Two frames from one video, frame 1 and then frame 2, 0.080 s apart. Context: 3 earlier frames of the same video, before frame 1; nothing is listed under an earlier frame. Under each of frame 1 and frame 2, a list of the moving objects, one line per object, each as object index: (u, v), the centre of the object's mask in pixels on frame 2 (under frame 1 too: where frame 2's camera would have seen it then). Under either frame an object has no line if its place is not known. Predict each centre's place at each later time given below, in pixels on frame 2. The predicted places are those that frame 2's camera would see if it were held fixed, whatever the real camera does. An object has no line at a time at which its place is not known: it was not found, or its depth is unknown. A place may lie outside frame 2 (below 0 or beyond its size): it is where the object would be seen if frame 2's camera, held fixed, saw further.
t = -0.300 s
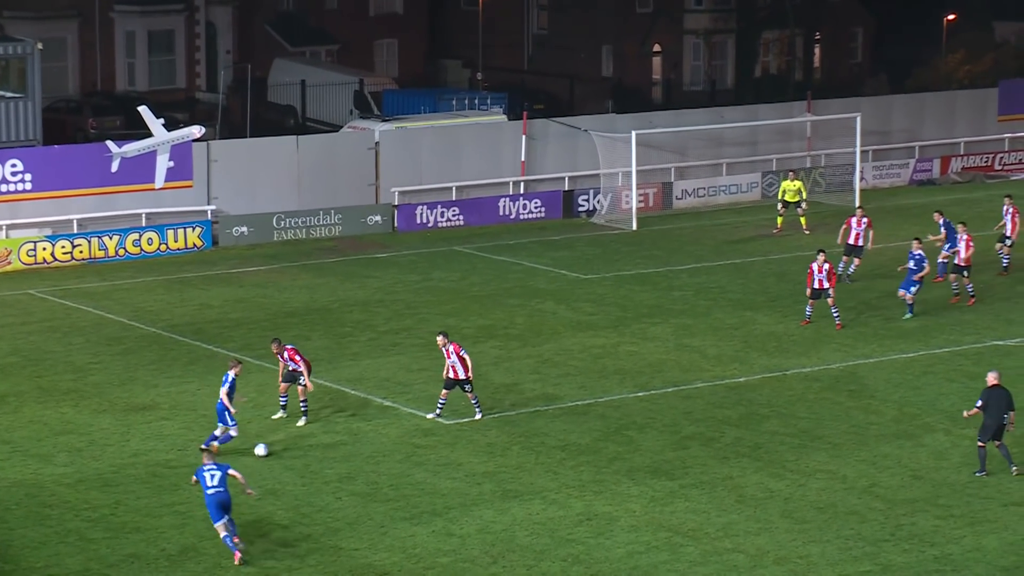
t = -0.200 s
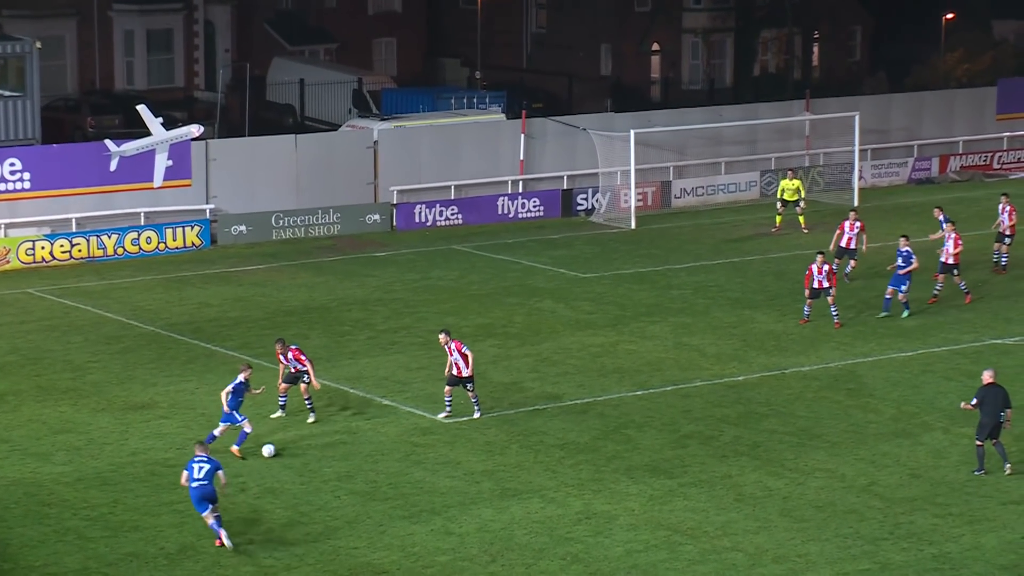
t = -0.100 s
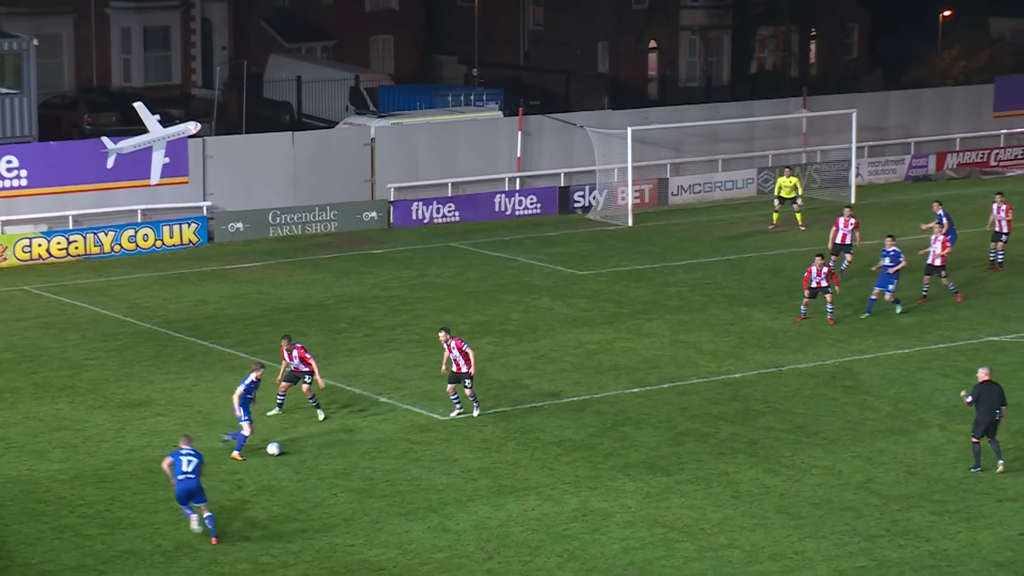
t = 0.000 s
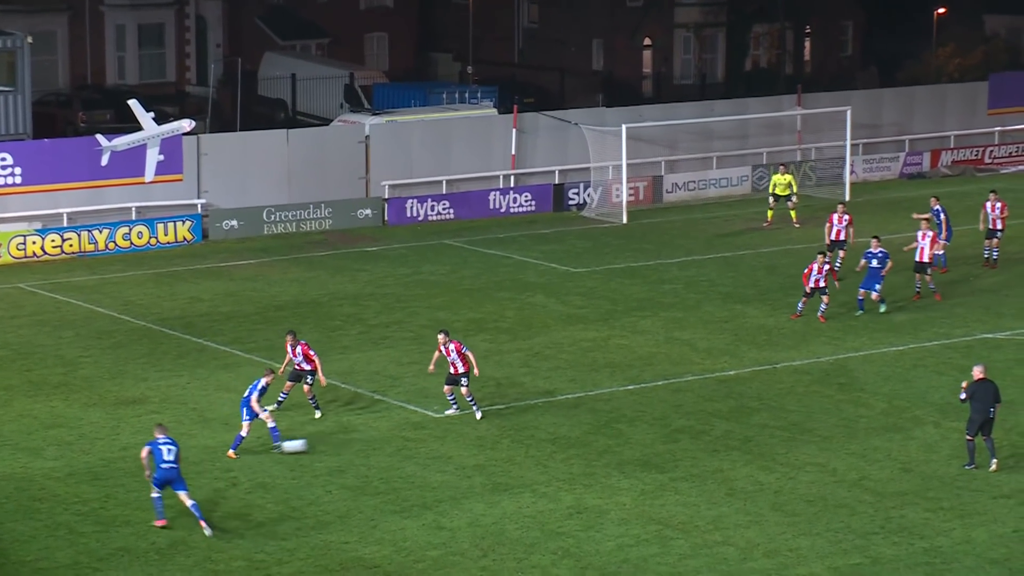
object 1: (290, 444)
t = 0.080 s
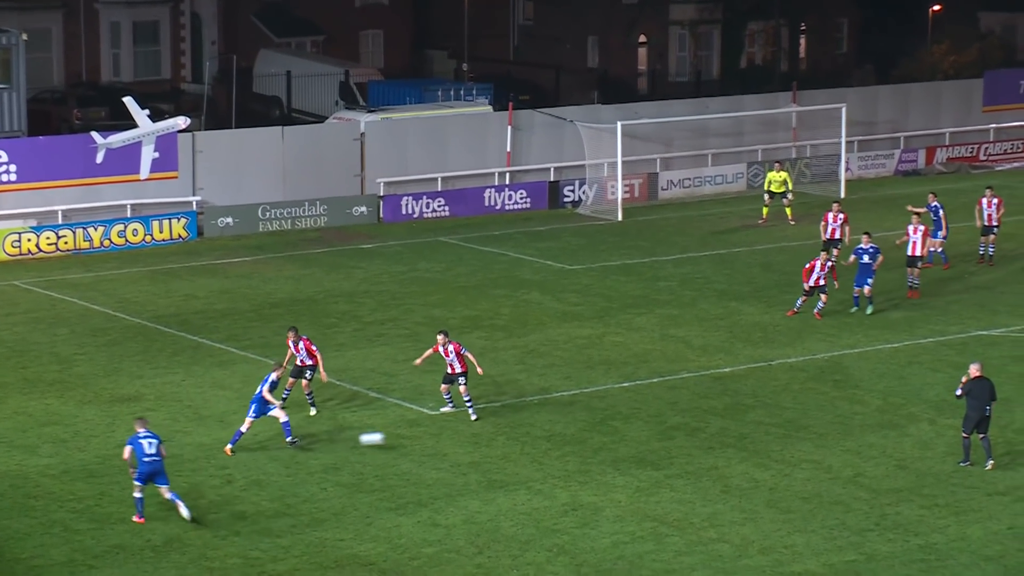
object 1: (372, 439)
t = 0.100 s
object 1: (393, 439)
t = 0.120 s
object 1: (413, 438)
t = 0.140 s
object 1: (434, 438)
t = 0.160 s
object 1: (453, 439)
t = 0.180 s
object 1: (475, 440)
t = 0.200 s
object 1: (494, 441)
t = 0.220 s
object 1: (514, 442)
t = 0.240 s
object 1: (533, 443)
